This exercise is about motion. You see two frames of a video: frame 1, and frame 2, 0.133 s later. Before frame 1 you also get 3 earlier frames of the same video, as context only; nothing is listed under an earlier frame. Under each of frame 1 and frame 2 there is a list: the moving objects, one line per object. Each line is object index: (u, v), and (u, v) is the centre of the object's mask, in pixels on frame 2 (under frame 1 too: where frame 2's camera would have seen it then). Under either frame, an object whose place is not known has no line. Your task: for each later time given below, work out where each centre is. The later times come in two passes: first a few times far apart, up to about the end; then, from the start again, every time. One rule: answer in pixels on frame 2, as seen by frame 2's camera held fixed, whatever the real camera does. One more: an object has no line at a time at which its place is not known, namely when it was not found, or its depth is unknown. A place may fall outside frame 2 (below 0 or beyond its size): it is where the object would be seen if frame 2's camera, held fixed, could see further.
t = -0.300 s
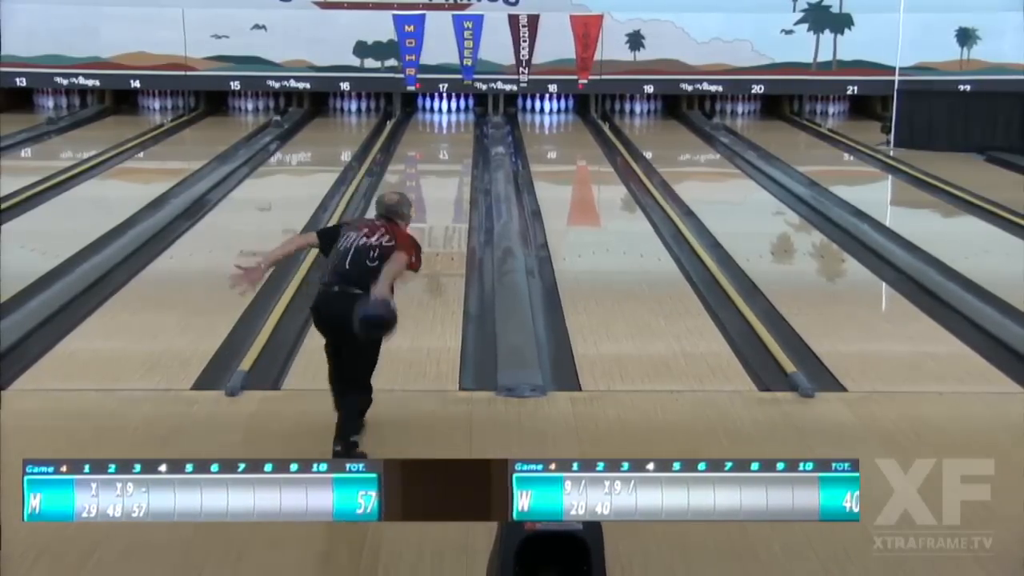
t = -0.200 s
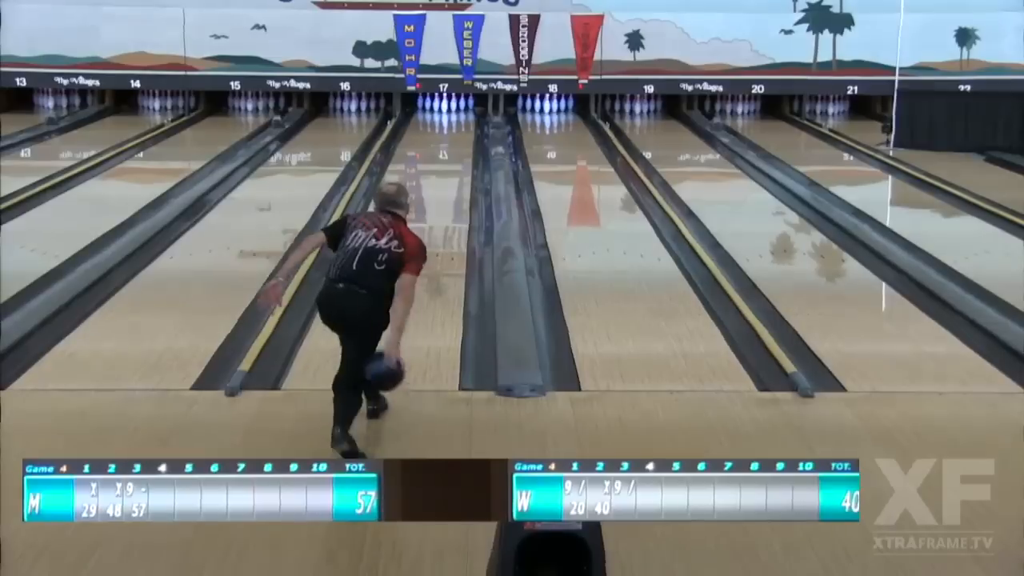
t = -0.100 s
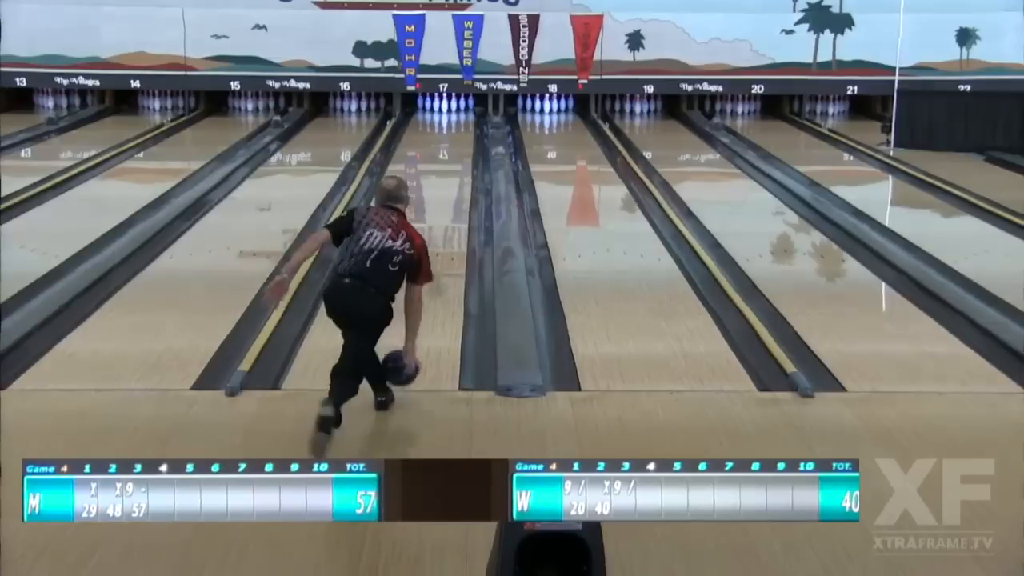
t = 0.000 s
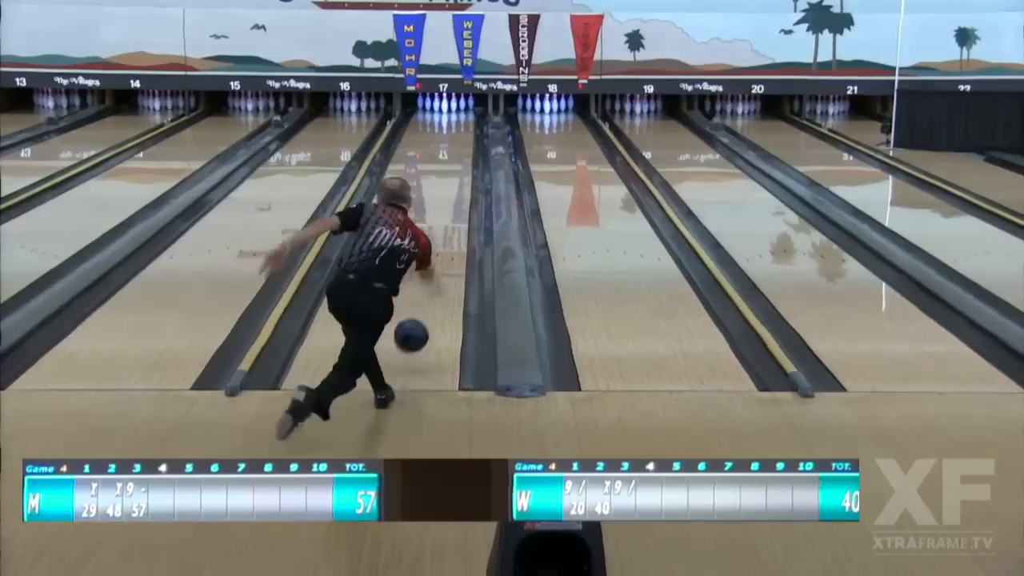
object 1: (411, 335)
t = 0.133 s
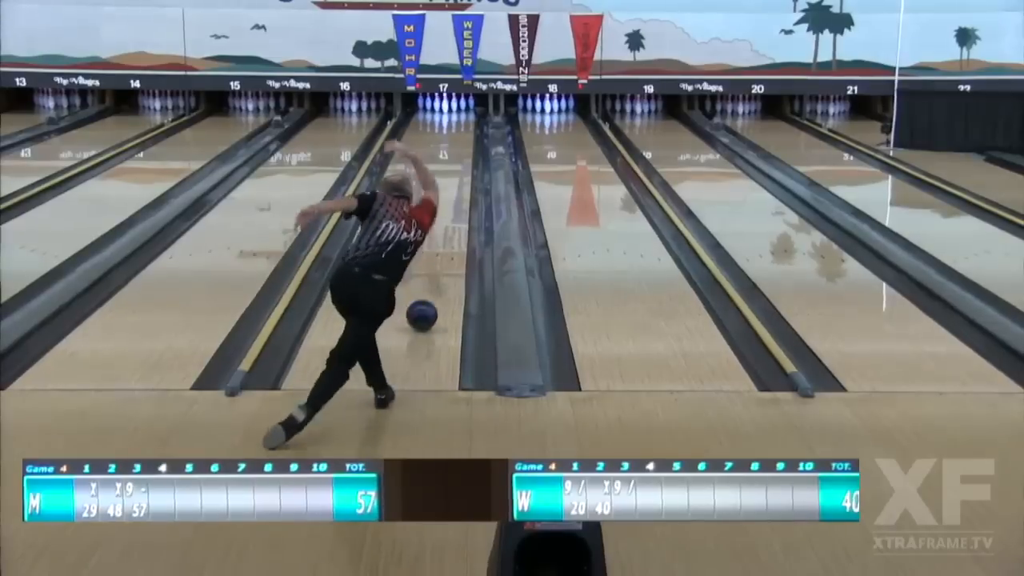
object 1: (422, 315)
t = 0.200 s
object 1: (426, 299)
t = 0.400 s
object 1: (438, 261)
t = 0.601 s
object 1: (447, 229)
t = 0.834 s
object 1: (455, 201)
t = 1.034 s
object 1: (458, 181)
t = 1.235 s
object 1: (462, 164)
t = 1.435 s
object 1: (464, 150)
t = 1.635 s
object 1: (464, 139)
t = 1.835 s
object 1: (462, 129)
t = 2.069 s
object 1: (457, 119)
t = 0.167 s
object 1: (424, 307)
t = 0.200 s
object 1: (426, 299)
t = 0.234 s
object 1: (428, 292)
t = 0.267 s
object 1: (431, 286)
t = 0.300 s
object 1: (433, 279)
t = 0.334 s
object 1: (435, 273)
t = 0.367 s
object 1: (436, 267)
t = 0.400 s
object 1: (438, 261)
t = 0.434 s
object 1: (439, 255)
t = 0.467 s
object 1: (441, 249)
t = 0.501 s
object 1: (442, 244)
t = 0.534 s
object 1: (445, 239)
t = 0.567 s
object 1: (446, 234)
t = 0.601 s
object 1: (447, 229)
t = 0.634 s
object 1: (449, 225)
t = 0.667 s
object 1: (449, 220)
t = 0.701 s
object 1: (450, 216)
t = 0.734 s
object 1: (451, 212)
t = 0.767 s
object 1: (452, 208)
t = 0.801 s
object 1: (454, 204)
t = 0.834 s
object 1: (455, 201)
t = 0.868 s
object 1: (455, 197)
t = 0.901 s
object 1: (456, 193)
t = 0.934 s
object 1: (456, 190)
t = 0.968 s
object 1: (457, 187)
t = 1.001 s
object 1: (458, 184)
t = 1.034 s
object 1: (458, 181)
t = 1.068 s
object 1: (459, 178)
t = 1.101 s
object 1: (460, 175)
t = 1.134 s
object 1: (461, 172)
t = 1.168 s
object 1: (461, 169)
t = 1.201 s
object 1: (461, 167)
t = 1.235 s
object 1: (462, 164)
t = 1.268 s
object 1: (462, 162)
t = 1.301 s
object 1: (463, 159)
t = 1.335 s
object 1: (463, 157)
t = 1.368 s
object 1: (463, 155)
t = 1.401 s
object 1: (464, 153)
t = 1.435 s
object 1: (464, 150)
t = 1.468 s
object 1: (464, 149)
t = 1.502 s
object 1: (465, 146)
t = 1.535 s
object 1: (464, 144)
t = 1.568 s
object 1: (465, 143)
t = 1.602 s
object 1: (464, 140)
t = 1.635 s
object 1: (464, 139)
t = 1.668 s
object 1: (464, 137)
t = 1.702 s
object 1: (464, 135)
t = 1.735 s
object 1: (463, 134)
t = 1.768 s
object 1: (464, 132)
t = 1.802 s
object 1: (462, 130)
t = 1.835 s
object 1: (462, 129)
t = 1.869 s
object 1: (462, 127)
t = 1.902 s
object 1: (461, 126)
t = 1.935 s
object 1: (461, 124)
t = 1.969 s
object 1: (460, 123)
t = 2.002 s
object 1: (459, 122)
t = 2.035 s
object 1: (458, 120)
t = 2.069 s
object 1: (457, 119)
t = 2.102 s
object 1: (456, 118)
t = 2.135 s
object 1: (456, 117)
